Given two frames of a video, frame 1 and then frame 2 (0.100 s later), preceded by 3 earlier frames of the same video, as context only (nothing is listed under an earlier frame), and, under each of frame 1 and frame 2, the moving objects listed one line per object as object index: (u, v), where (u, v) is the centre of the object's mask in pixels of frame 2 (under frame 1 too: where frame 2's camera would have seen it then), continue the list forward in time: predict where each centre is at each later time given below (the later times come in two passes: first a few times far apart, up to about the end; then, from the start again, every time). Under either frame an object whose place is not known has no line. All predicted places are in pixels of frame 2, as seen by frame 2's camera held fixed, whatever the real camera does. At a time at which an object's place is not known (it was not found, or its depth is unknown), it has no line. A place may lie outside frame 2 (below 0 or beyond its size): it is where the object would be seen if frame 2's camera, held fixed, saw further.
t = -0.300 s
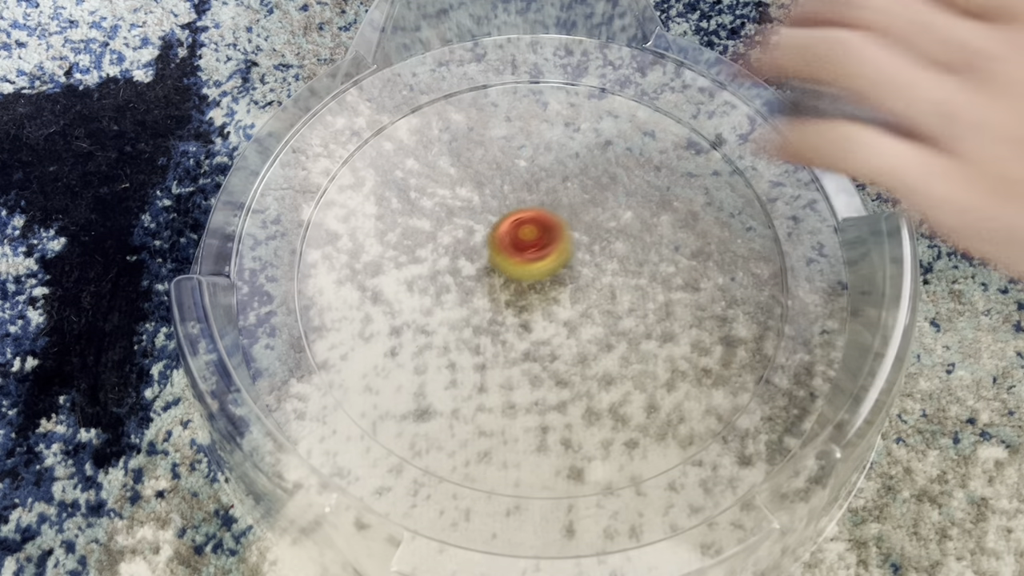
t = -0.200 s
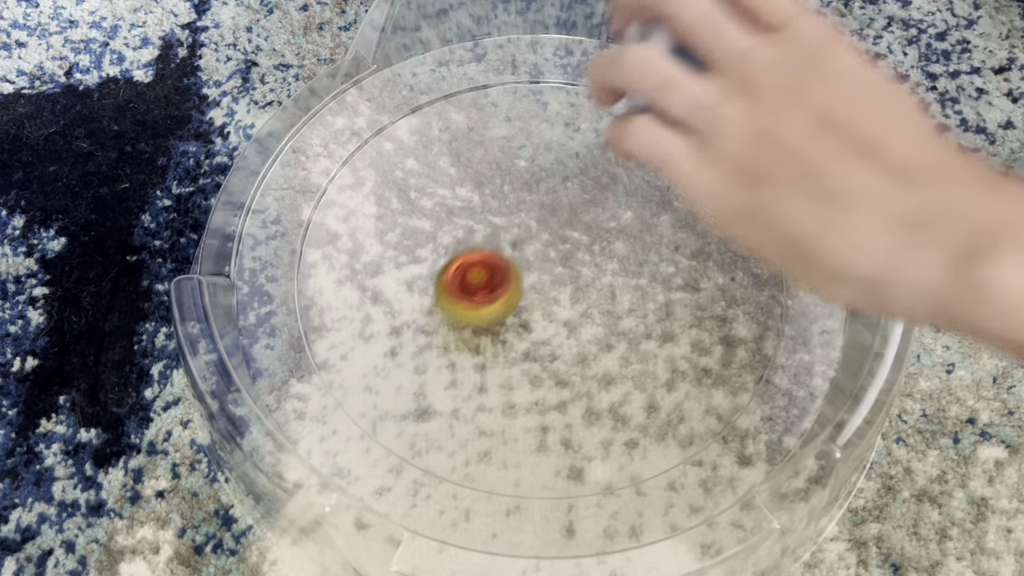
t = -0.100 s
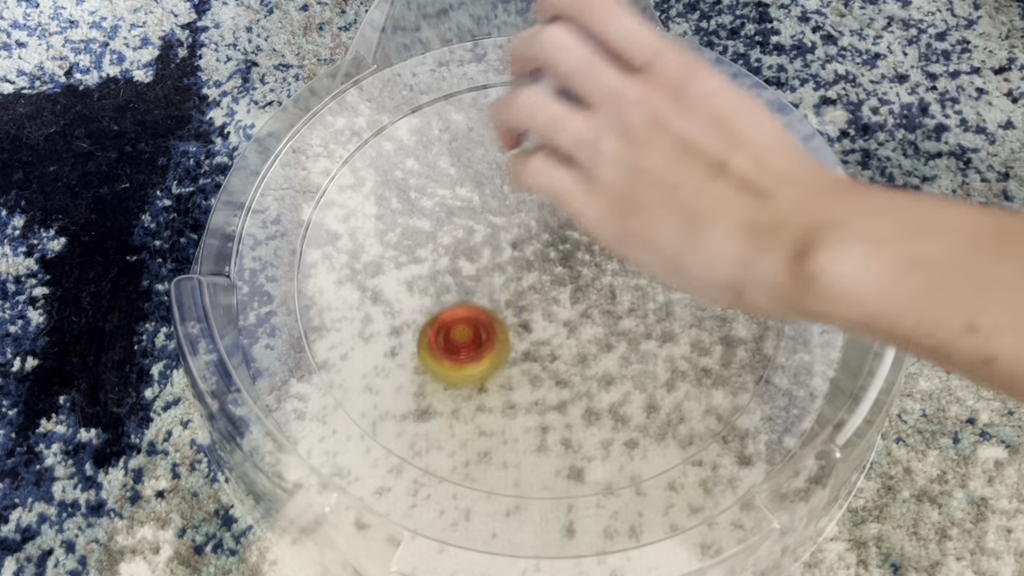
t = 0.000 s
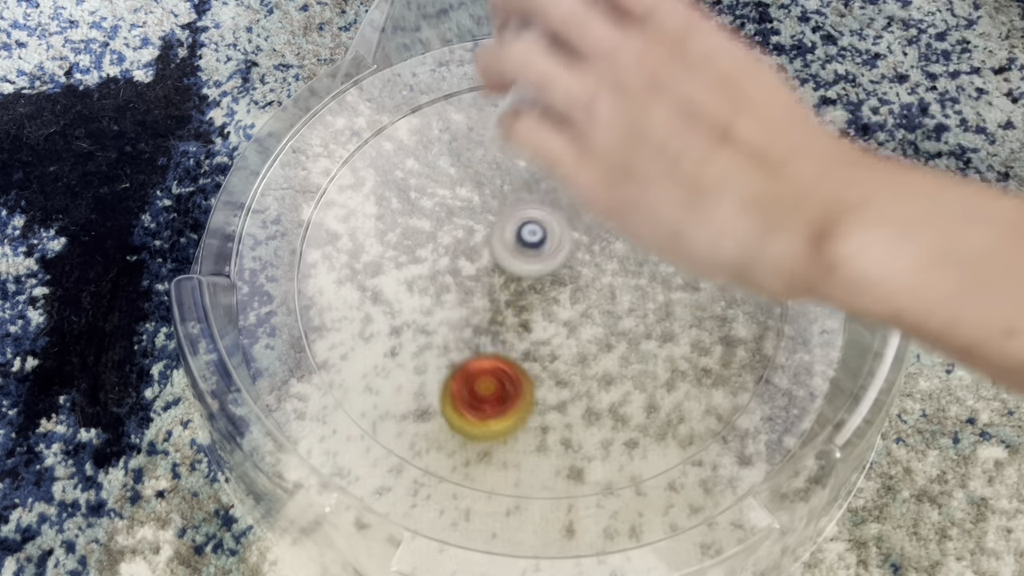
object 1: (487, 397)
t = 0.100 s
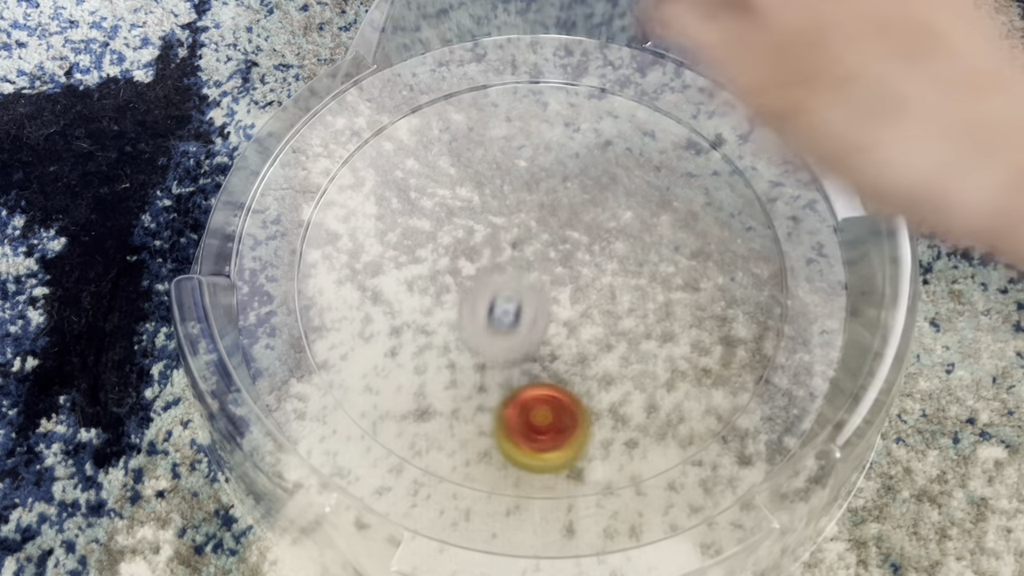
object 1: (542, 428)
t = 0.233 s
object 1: (707, 431)
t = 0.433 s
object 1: (738, 234)
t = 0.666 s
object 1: (556, 153)
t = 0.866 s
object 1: (642, 227)
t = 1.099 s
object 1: (571, 244)
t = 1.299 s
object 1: (502, 260)
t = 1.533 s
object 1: (453, 195)
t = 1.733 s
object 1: (433, 113)
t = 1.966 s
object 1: (443, 239)
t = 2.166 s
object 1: (466, 286)
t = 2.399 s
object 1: (521, 264)
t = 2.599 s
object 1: (517, 224)
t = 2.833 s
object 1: (488, 218)
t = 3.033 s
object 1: (501, 243)
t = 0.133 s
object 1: (568, 433)
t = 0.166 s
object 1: (621, 449)
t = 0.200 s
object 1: (668, 445)
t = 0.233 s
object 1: (707, 431)
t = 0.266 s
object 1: (736, 406)
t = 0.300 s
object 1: (754, 377)
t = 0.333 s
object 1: (765, 338)
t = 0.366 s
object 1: (764, 300)
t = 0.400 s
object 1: (755, 266)
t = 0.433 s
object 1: (738, 234)
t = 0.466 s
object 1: (714, 207)
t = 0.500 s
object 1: (685, 186)
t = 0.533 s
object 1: (651, 170)
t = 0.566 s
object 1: (616, 158)
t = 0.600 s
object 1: (579, 150)
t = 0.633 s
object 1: (541, 147)
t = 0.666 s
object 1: (556, 153)
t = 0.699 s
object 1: (582, 163)
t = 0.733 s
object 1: (605, 175)
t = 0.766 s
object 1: (622, 188)
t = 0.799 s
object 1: (634, 202)
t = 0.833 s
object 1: (641, 215)
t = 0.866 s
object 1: (642, 227)
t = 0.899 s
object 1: (638, 237)
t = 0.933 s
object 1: (631, 245)
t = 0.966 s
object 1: (620, 250)
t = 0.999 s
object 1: (608, 251)
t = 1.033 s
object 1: (595, 250)
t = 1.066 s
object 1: (583, 247)
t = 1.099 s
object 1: (571, 244)
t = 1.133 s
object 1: (559, 242)
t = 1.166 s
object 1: (546, 242)
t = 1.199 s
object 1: (533, 243)
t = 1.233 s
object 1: (522, 247)
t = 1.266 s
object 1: (510, 252)
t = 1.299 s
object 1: (502, 260)
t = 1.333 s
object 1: (494, 269)
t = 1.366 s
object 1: (490, 279)
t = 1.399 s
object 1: (488, 290)
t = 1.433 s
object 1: (489, 300)
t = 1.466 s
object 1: (481, 278)
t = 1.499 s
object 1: (465, 236)
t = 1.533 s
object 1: (453, 195)
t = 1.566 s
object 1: (443, 160)
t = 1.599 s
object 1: (435, 129)
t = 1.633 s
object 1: (427, 106)
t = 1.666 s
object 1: (426, 97)
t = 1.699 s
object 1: (430, 104)
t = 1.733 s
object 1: (433, 113)
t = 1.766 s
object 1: (435, 127)
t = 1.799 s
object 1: (437, 144)
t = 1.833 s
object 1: (439, 163)
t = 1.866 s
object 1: (439, 183)
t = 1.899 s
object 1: (441, 203)
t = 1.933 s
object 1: (442, 222)
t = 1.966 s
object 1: (443, 239)
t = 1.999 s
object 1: (444, 255)
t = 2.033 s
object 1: (446, 266)
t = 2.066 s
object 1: (449, 273)
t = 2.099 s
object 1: (453, 279)
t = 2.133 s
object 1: (459, 283)
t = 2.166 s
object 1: (466, 286)
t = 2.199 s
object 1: (474, 287)
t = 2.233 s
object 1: (484, 286)
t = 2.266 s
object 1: (493, 284)
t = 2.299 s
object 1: (501, 281)
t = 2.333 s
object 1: (509, 276)
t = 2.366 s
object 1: (516, 271)
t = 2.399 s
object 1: (521, 264)
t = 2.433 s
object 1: (525, 257)
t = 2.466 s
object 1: (526, 250)
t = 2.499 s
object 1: (526, 243)
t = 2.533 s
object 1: (524, 236)
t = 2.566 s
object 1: (521, 230)
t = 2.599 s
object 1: (517, 224)
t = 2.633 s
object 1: (512, 220)
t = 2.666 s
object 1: (508, 217)
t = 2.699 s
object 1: (503, 215)
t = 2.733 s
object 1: (499, 214)
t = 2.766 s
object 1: (495, 214)
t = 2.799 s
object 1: (491, 216)
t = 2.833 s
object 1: (488, 218)
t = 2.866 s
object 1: (487, 222)
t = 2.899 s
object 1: (487, 226)
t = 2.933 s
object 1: (488, 231)
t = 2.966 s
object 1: (491, 236)
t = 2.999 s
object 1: (495, 240)
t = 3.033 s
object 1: (501, 243)
